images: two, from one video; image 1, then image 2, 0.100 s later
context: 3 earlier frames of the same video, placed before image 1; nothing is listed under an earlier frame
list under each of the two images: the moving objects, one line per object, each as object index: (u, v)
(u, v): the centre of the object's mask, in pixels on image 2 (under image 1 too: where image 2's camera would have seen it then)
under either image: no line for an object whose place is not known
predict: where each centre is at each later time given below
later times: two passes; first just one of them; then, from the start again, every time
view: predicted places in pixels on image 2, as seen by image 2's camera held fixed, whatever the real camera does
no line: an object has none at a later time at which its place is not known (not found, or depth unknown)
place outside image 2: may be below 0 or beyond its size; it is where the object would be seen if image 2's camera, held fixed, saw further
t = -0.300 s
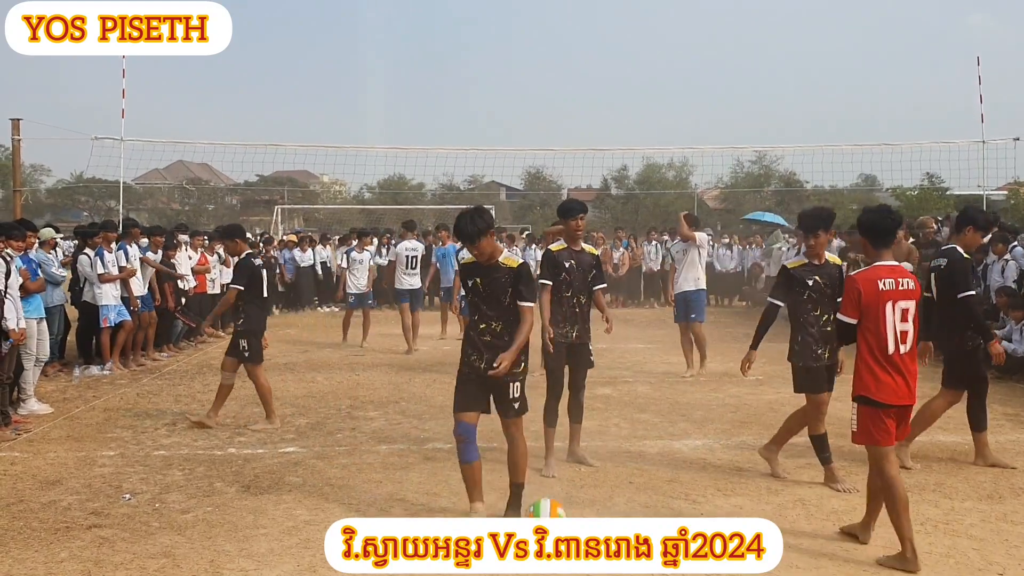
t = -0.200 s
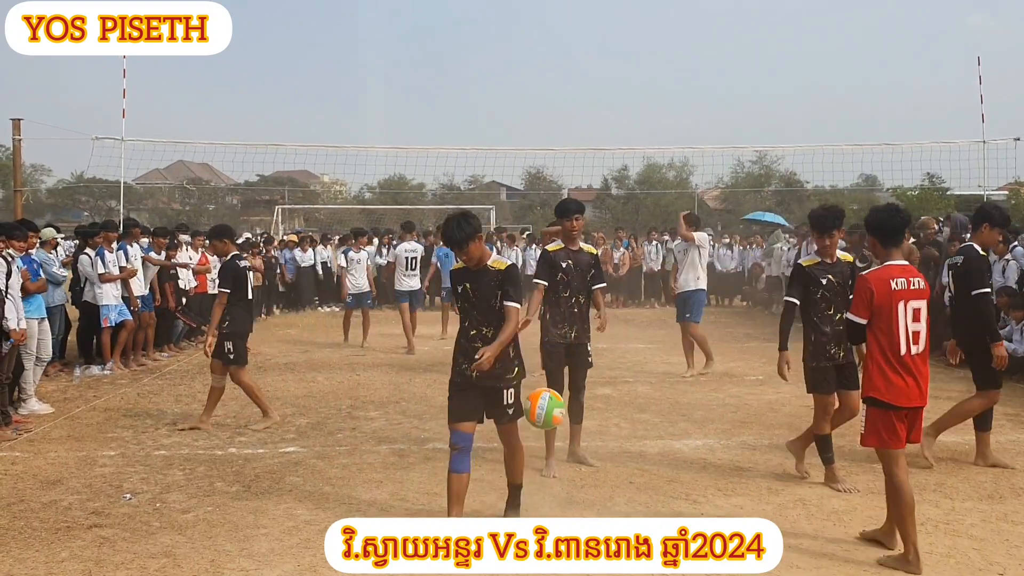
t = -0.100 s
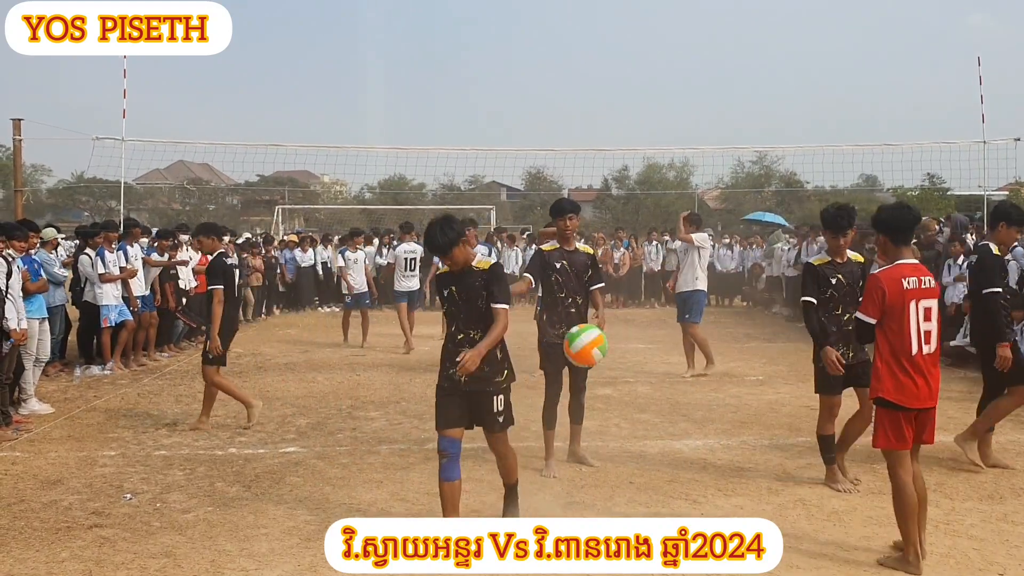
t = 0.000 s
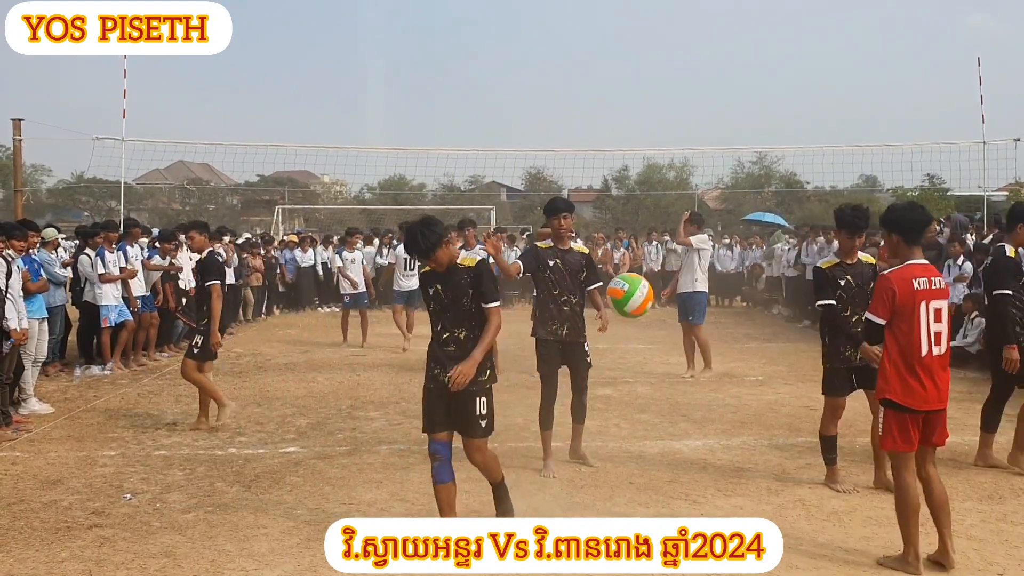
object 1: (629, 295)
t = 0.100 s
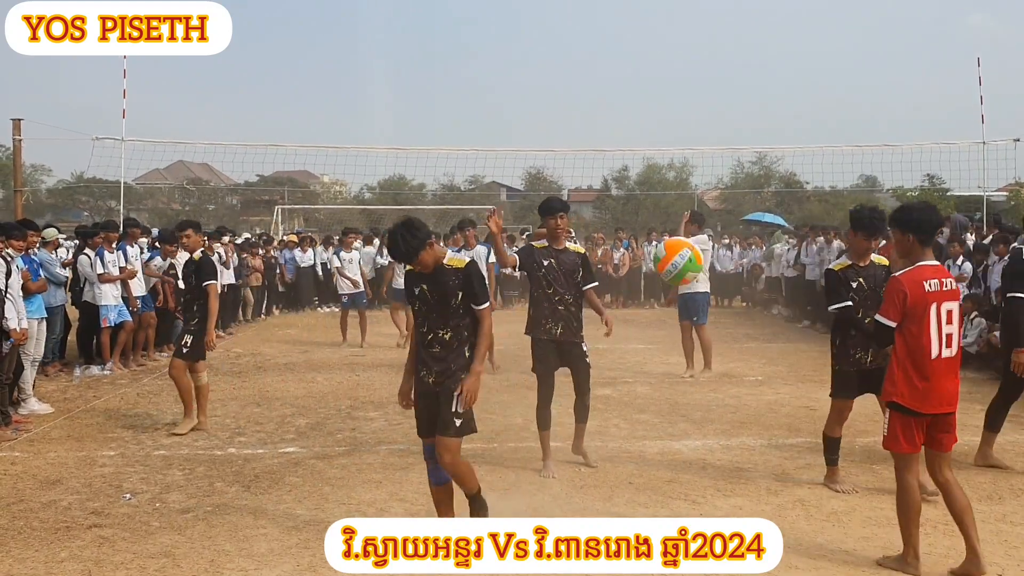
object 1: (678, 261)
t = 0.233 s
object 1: (752, 244)
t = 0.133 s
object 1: (696, 253)
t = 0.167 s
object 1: (714, 248)
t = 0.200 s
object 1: (732, 245)
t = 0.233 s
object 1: (752, 244)
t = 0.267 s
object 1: (773, 246)
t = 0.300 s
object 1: (794, 251)
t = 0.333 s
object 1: (816, 259)
